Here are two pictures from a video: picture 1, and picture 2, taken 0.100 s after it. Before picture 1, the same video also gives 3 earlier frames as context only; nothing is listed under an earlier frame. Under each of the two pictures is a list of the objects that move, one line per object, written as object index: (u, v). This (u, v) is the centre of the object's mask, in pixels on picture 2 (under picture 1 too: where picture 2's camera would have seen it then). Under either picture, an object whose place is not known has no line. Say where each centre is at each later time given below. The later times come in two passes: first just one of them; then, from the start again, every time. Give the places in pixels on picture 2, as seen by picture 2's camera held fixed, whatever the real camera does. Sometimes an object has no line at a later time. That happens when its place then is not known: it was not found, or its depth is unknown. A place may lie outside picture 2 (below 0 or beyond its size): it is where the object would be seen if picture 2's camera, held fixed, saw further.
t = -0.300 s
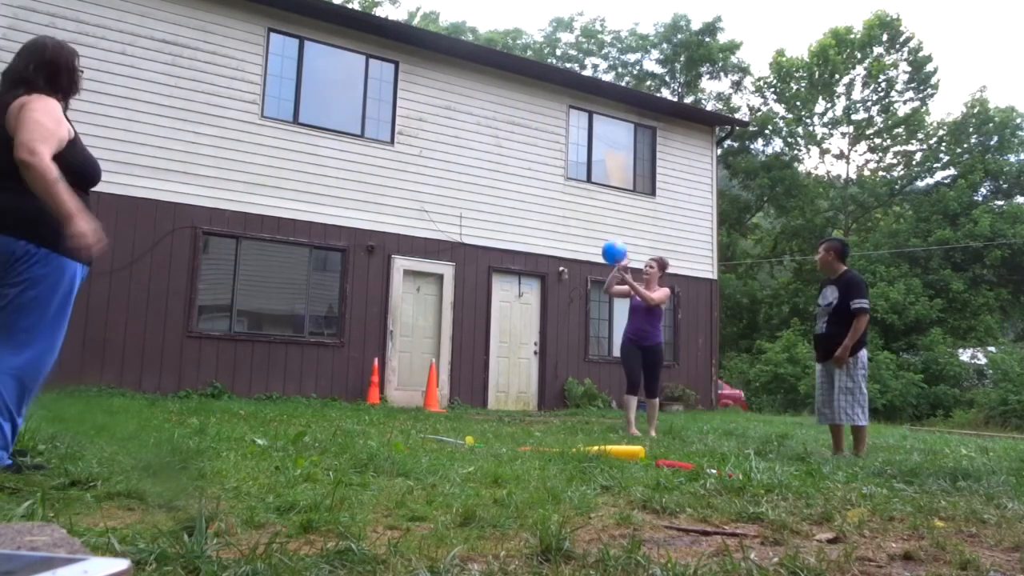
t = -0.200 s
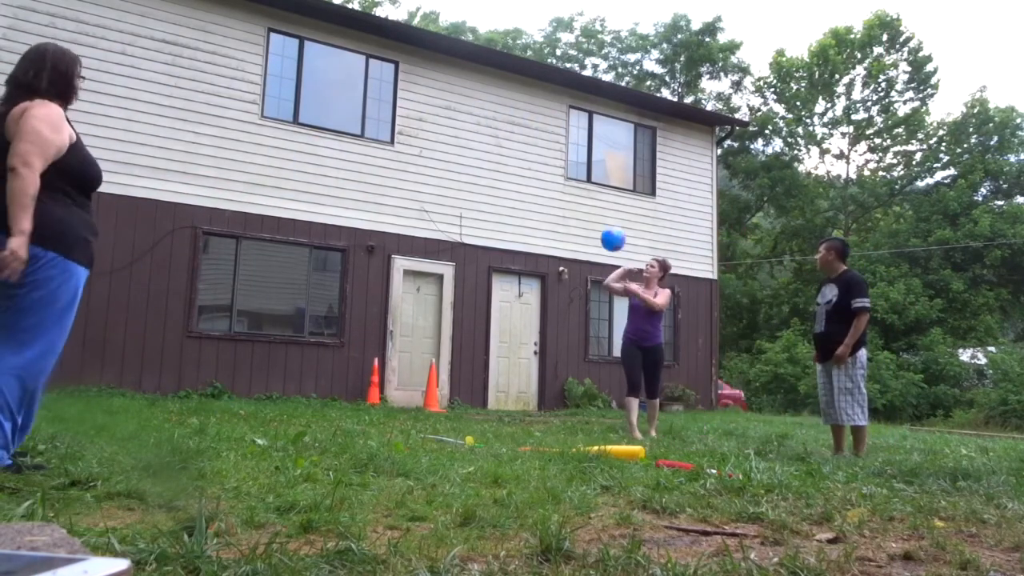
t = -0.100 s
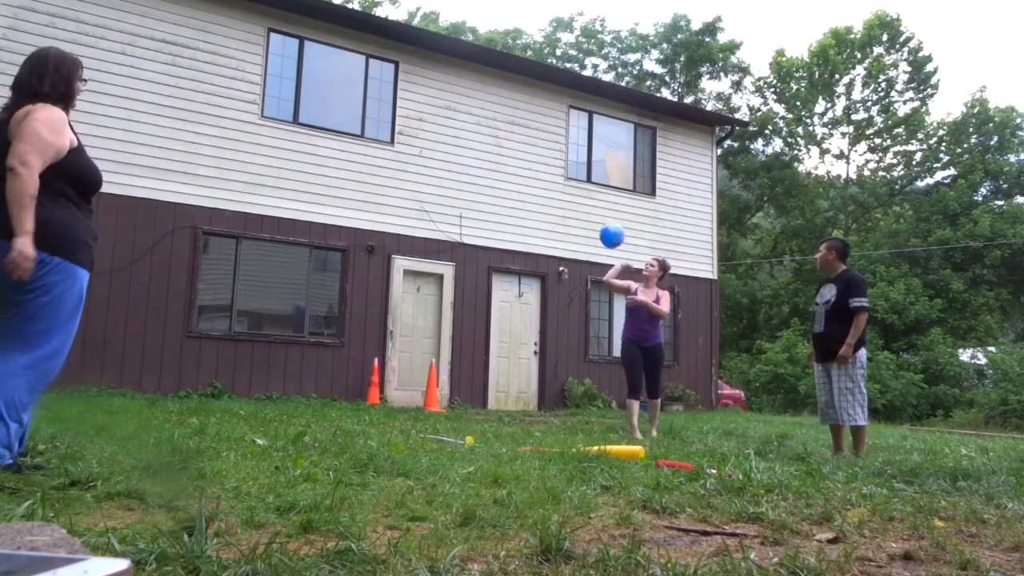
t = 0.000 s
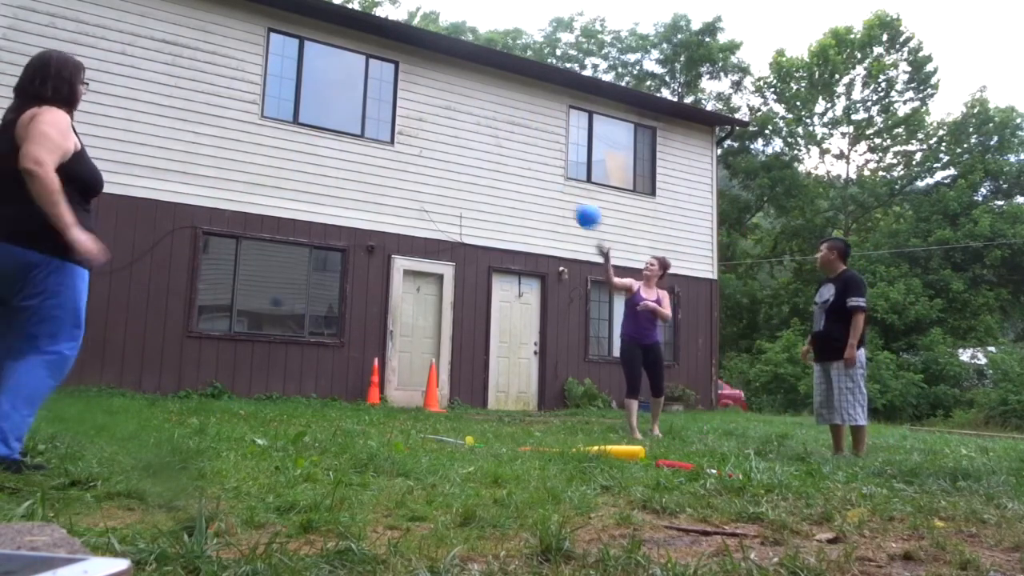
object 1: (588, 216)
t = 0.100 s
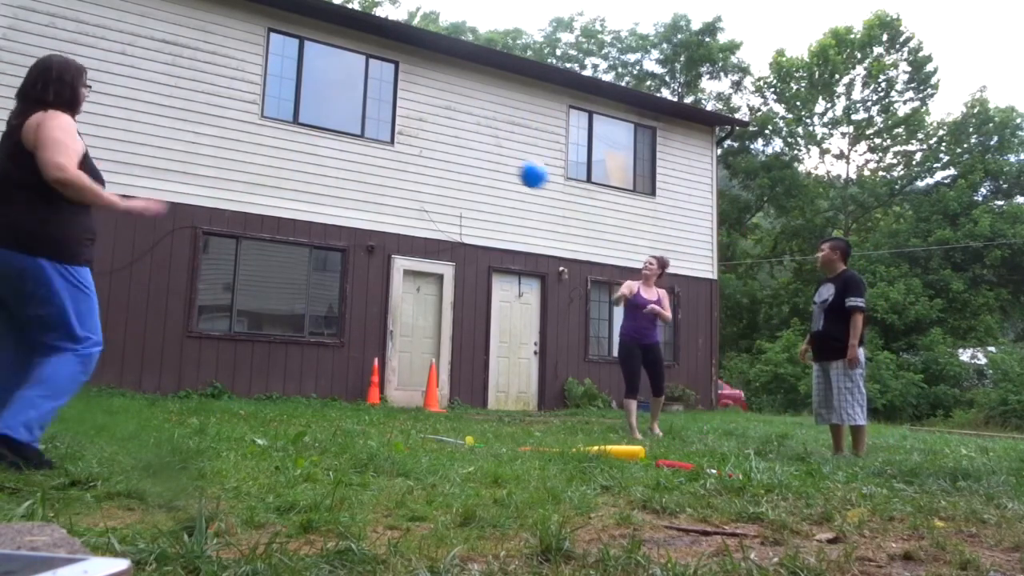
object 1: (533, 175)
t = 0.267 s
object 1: (430, 129)
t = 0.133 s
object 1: (514, 163)
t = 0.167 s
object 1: (495, 154)
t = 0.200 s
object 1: (473, 145)
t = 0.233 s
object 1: (452, 137)
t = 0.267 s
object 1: (430, 129)
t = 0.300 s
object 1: (406, 123)
